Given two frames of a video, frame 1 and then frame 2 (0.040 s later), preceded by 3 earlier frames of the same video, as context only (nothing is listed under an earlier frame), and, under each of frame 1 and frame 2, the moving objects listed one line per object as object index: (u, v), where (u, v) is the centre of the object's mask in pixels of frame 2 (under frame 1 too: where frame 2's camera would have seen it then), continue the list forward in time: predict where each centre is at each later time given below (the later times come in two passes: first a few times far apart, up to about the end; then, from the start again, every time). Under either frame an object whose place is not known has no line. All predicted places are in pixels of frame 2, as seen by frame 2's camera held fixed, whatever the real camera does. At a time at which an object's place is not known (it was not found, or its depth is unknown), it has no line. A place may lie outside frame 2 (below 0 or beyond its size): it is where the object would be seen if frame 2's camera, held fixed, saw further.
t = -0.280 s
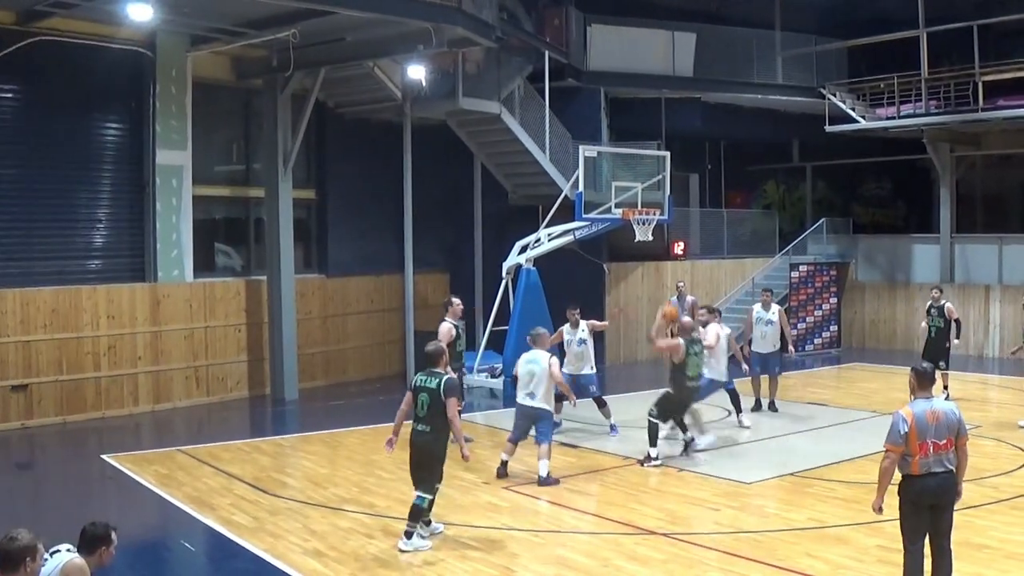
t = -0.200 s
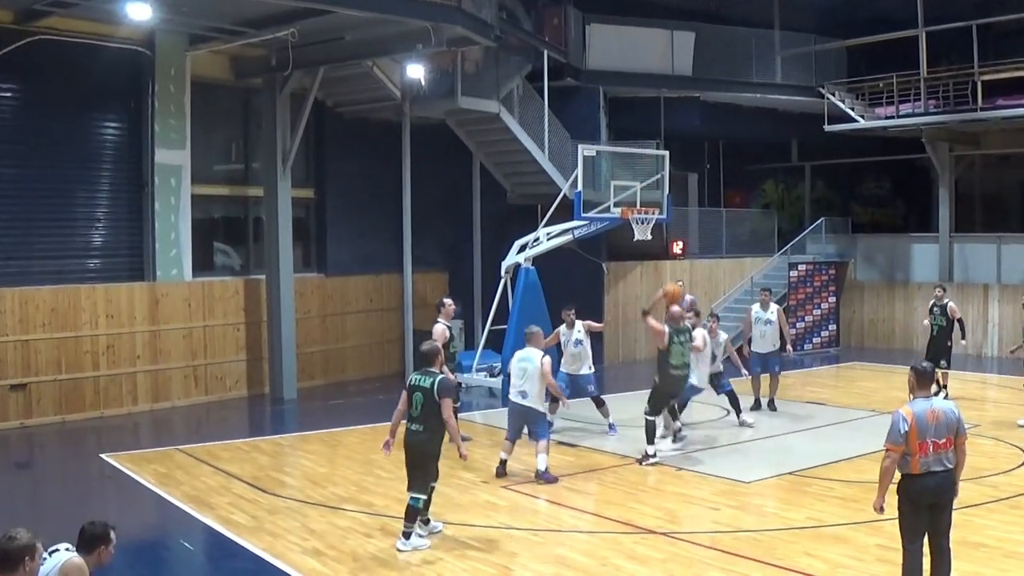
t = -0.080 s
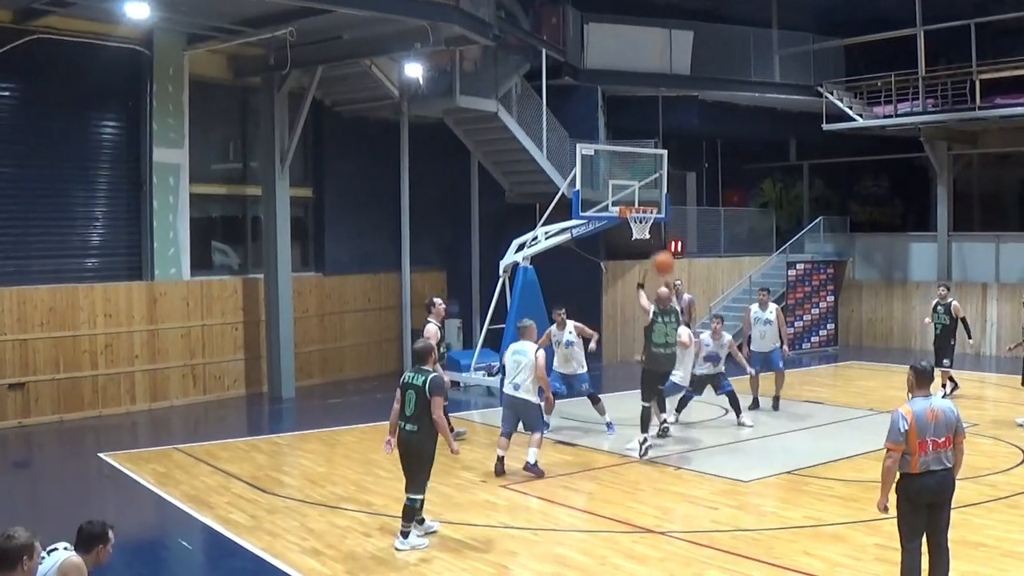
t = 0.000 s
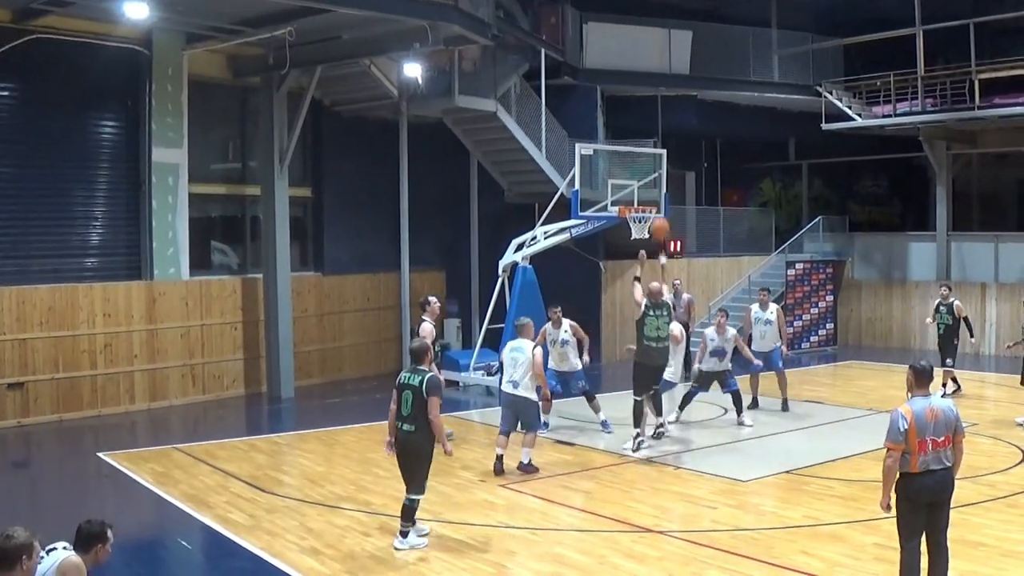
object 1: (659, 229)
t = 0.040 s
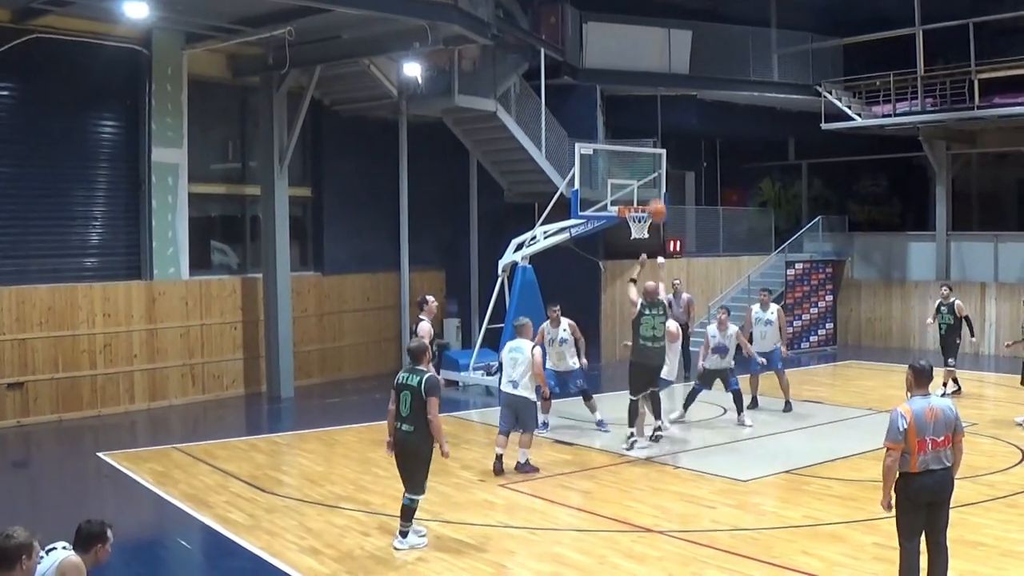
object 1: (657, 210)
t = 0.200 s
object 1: (648, 161)
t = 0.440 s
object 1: (636, 131)
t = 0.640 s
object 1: (629, 138)
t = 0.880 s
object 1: (621, 180)
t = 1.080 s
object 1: (619, 176)
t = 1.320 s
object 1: (615, 160)
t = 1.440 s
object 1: (613, 166)
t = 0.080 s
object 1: (654, 196)
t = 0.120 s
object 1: (652, 181)
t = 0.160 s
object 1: (650, 171)
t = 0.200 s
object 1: (648, 161)
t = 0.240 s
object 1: (646, 152)
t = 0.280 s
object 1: (644, 145)
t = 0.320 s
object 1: (642, 140)
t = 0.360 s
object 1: (640, 134)
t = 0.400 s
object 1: (638, 132)
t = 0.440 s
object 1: (636, 131)
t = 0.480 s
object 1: (635, 130)
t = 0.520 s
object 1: (633, 130)
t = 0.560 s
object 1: (632, 132)
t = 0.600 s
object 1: (630, 135)
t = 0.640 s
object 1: (629, 138)
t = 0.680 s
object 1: (627, 143)
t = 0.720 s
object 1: (626, 148)
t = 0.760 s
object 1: (625, 157)
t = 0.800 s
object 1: (624, 162)
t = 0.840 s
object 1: (623, 171)
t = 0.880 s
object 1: (621, 180)
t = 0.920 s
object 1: (620, 191)
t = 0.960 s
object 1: (621, 199)
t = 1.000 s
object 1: (620, 191)
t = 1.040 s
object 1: (619, 183)
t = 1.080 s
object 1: (619, 176)
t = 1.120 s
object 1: (618, 172)
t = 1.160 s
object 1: (617, 168)
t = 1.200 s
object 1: (617, 165)
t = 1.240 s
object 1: (615, 161)
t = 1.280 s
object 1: (615, 160)
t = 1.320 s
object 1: (615, 160)
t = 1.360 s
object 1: (614, 161)
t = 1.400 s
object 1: (614, 162)
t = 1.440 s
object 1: (613, 166)
